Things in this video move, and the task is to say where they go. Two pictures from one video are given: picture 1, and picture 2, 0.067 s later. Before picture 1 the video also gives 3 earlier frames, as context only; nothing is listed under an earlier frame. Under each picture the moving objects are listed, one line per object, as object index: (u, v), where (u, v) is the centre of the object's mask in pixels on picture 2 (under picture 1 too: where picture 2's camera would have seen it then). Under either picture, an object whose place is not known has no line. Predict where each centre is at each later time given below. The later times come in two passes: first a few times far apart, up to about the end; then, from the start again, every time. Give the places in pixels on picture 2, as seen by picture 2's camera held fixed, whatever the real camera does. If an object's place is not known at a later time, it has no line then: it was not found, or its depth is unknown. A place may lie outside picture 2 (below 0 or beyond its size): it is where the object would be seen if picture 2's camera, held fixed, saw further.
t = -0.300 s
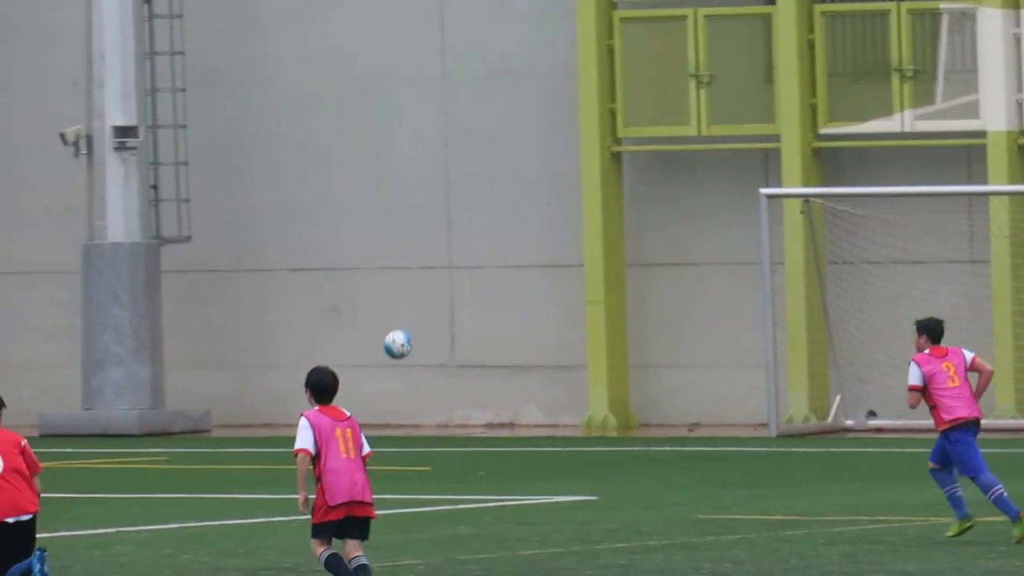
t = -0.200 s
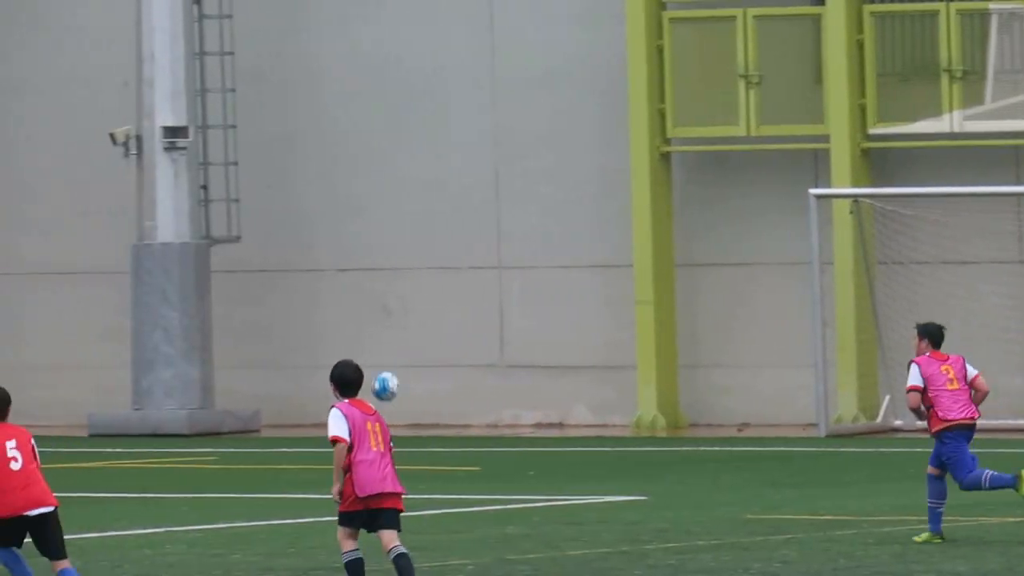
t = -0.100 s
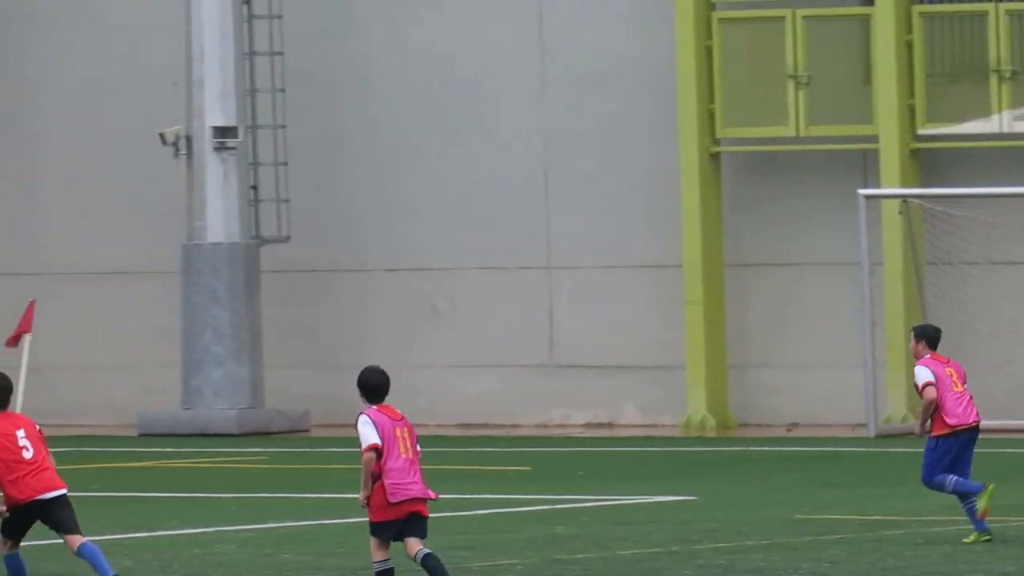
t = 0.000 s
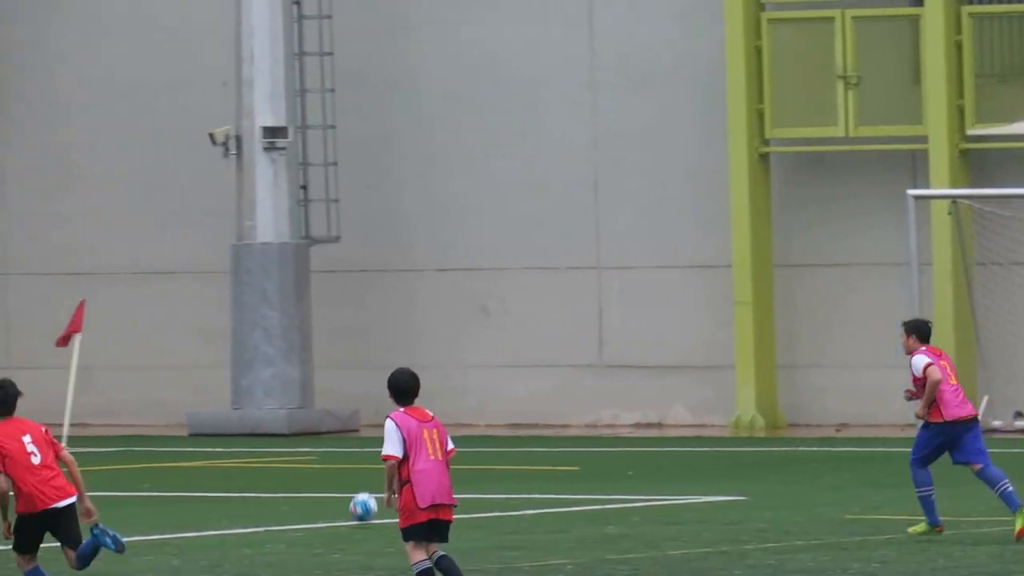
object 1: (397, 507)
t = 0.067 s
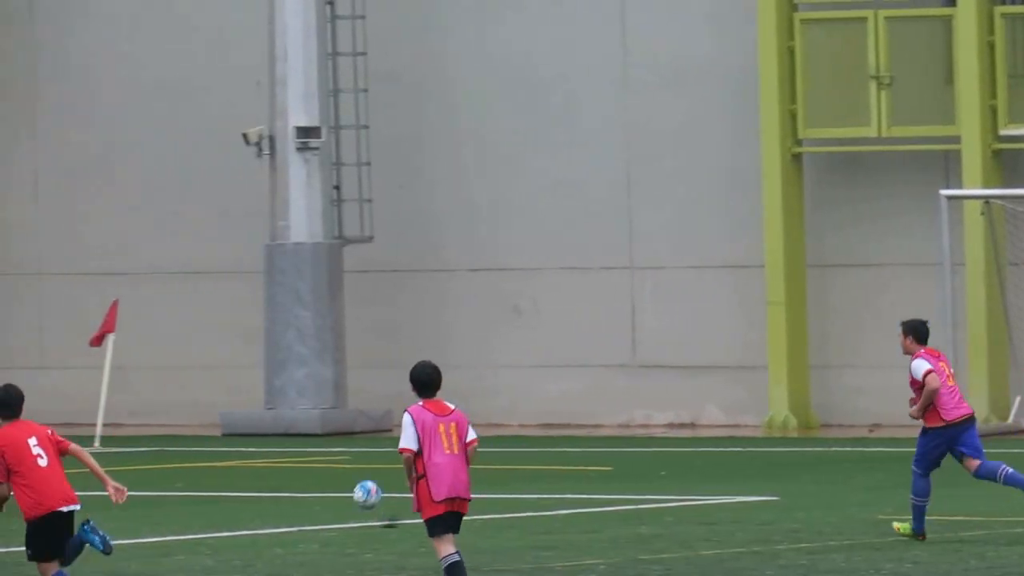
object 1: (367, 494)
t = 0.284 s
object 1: (281, 438)
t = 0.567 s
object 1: (180, 453)
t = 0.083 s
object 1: (360, 488)
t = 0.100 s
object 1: (353, 482)
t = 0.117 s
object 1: (346, 476)
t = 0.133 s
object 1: (339, 471)
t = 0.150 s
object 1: (332, 466)
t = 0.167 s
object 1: (326, 461)
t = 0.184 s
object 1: (319, 456)
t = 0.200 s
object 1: (313, 452)
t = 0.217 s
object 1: (306, 449)
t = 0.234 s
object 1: (300, 446)
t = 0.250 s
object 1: (294, 443)
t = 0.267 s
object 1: (287, 440)
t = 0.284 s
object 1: (281, 438)
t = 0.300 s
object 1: (275, 436)
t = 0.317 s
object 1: (269, 434)
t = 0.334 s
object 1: (263, 433)
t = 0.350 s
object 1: (257, 431)
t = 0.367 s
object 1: (250, 431)
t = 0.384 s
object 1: (245, 431)
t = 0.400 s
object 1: (239, 432)
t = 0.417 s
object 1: (233, 432)
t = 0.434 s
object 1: (228, 433)
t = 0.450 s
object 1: (223, 434)
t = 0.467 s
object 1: (219, 436)
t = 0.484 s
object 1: (212, 437)
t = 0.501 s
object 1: (206, 440)
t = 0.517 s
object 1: (200, 441)
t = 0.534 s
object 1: (193, 445)
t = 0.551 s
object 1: (186, 449)
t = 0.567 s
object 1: (180, 453)
